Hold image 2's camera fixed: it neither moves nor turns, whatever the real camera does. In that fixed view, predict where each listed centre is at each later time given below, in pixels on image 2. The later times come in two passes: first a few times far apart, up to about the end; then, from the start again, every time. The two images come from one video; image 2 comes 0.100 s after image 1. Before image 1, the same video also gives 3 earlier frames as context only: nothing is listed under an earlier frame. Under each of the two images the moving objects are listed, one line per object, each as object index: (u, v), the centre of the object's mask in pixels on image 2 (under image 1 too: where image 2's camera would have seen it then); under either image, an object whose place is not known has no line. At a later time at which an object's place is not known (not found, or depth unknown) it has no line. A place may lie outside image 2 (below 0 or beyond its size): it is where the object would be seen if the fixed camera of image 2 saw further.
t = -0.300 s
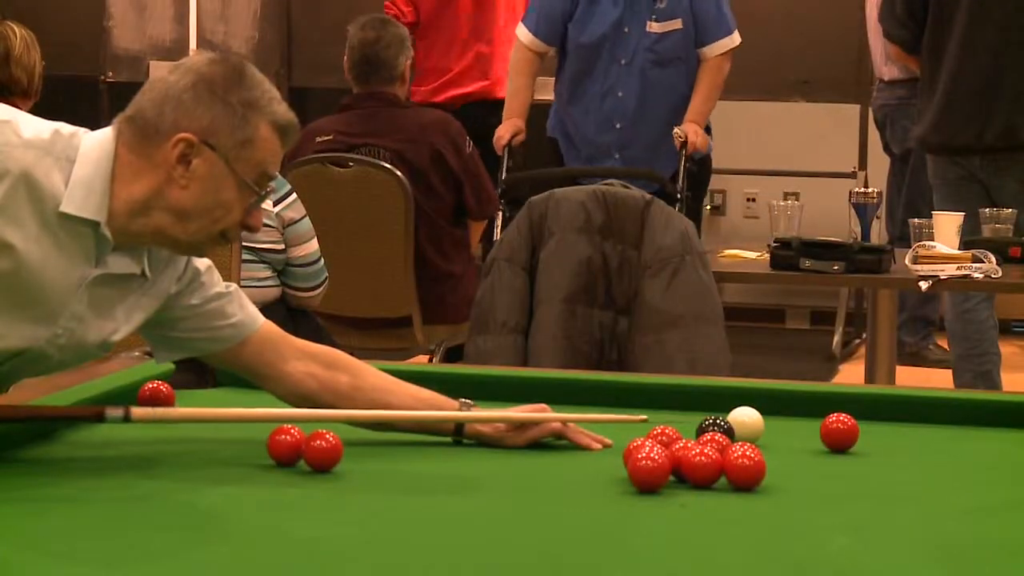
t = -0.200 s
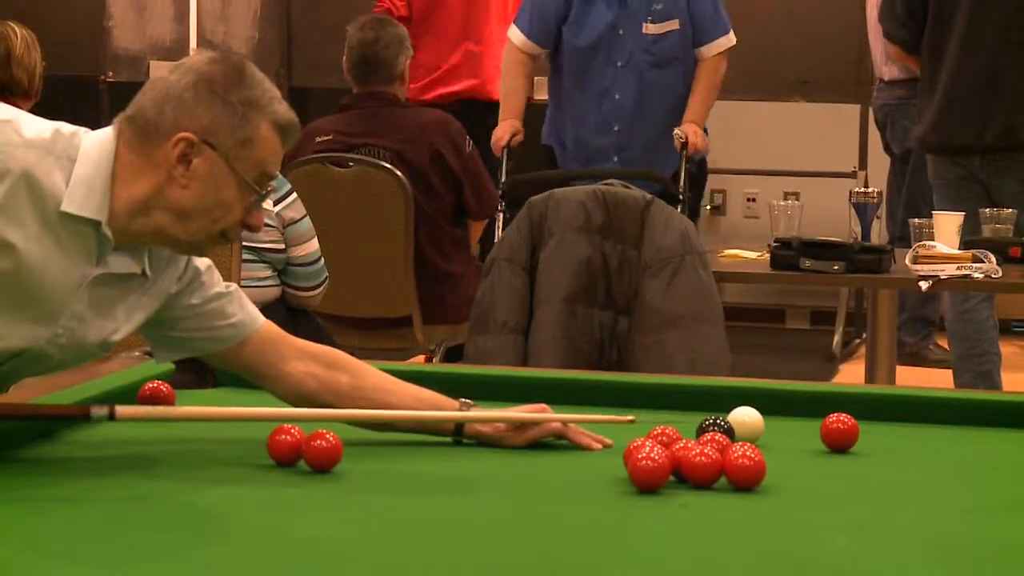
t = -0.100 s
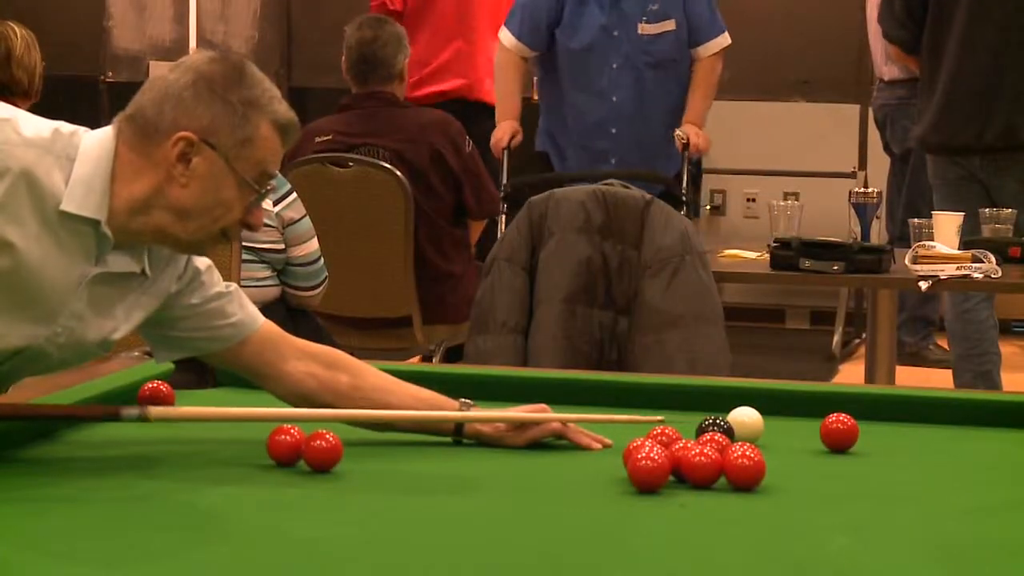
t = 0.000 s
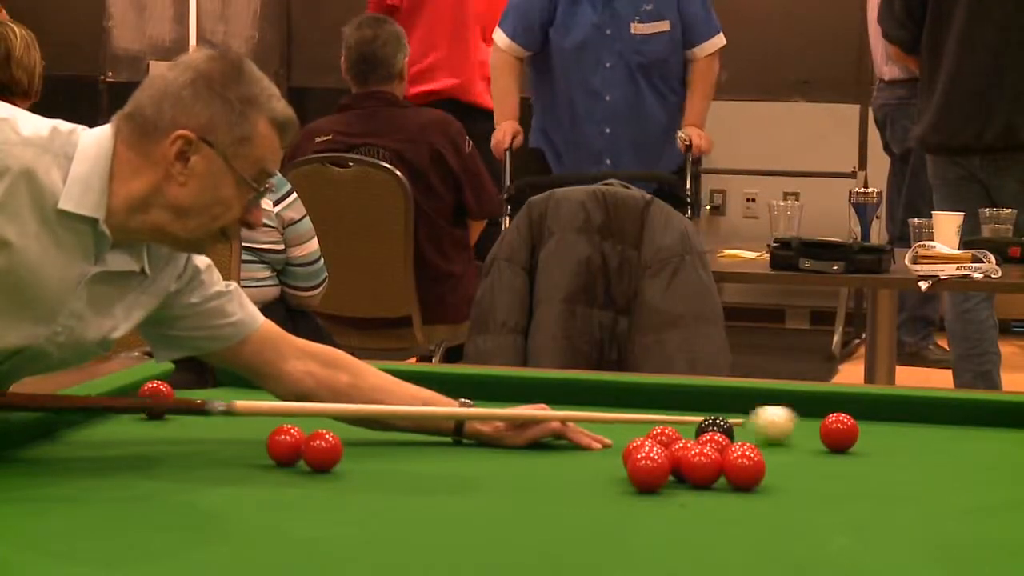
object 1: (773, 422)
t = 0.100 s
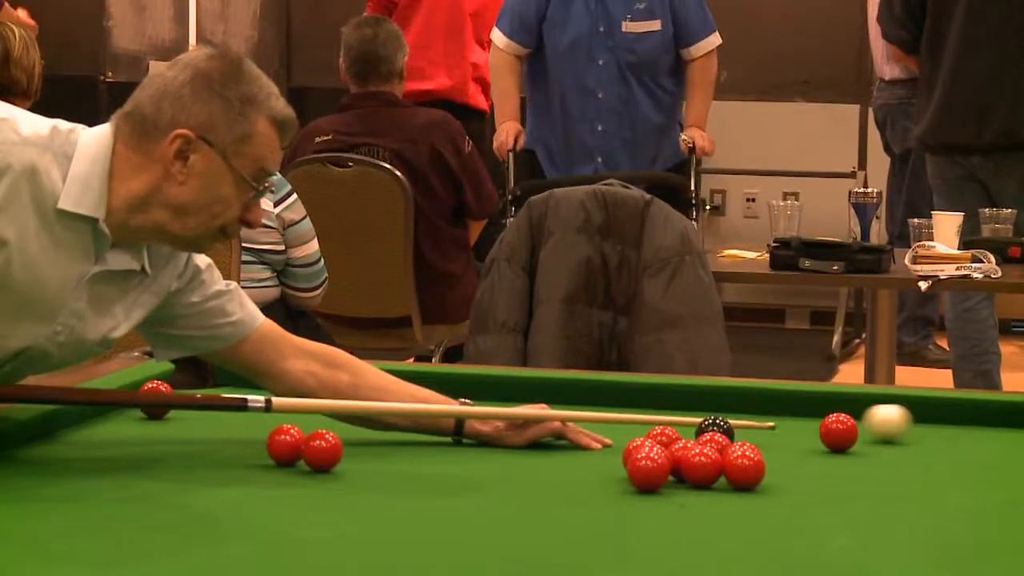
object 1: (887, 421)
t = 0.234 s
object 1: (1011, 421)
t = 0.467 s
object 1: (1032, 414)
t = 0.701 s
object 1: (1062, 421)
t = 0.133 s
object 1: (921, 422)
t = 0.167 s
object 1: (954, 421)
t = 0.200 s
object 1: (986, 421)
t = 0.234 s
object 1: (1011, 421)
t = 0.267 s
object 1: (1013, 420)
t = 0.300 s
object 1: (1014, 418)
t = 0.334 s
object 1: (1016, 418)
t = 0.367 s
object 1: (1020, 416)
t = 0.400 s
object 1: (1024, 415)
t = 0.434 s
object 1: (1028, 414)
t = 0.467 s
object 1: (1032, 414)
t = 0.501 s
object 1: (1035, 415)
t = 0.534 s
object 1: (1039, 416)
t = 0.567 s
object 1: (1042, 417)
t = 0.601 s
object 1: (1046, 418)
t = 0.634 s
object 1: (1051, 418)
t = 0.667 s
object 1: (1057, 419)
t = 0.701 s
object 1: (1062, 421)
